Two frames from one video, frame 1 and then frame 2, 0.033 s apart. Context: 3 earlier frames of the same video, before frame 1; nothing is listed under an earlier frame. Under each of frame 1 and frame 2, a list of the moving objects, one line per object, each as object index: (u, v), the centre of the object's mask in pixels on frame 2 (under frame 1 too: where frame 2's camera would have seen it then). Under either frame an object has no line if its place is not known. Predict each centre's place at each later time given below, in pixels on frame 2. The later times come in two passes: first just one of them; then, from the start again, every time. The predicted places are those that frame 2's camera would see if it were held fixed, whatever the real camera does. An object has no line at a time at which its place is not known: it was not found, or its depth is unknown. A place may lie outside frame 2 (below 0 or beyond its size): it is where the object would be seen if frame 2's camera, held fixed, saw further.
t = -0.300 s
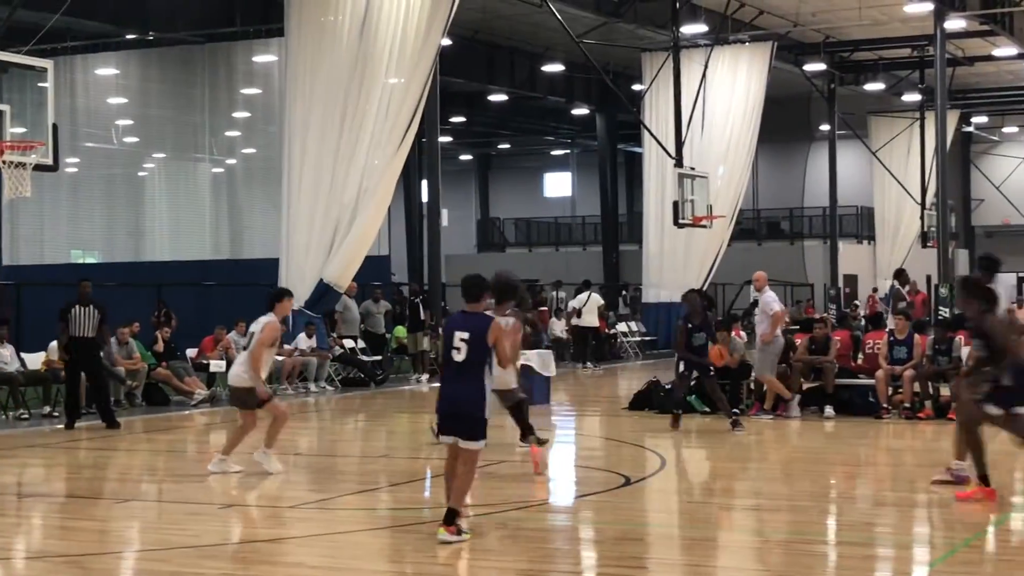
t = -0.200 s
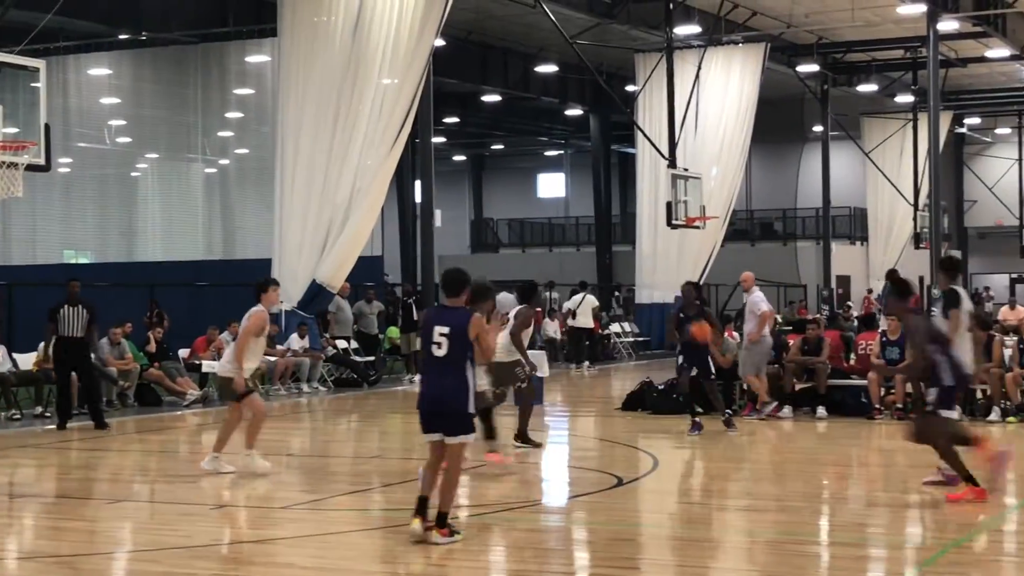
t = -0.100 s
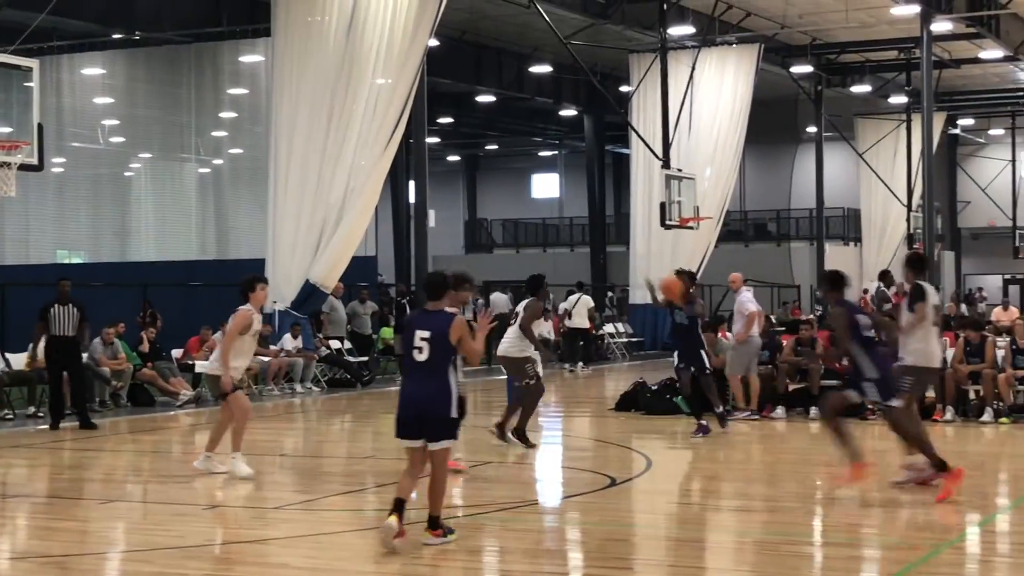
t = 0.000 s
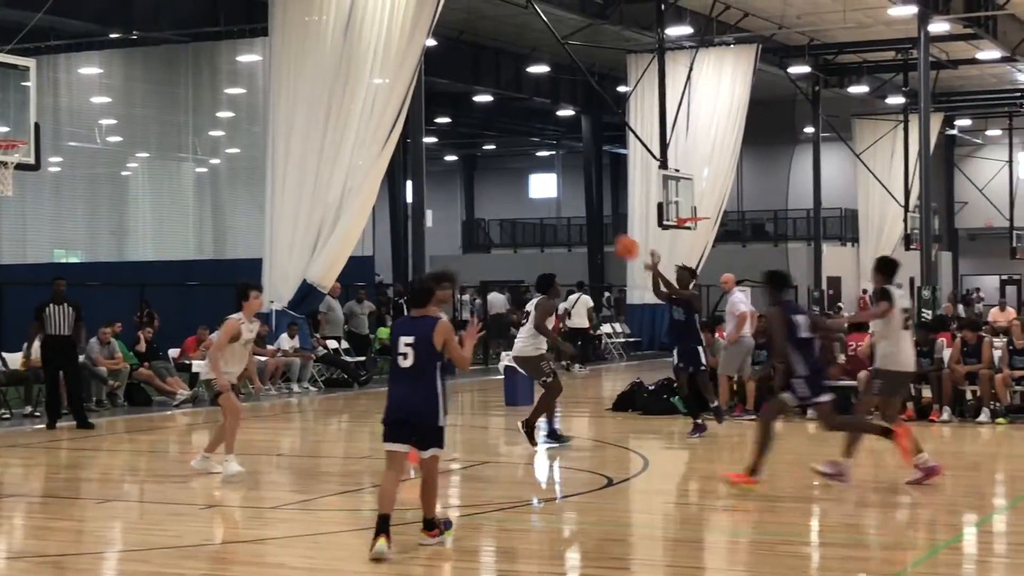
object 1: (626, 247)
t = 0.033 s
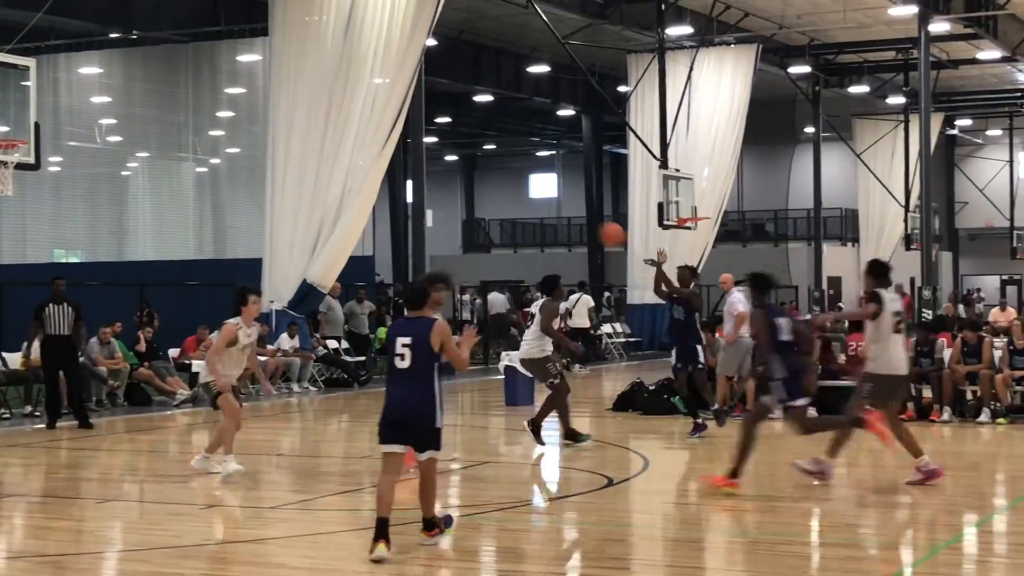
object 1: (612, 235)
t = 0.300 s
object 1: (475, 157)
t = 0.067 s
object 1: (597, 223)
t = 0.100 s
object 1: (583, 212)
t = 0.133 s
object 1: (566, 200)
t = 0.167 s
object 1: (551, 192)
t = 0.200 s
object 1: (529, 180)
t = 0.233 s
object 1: (513, 172)
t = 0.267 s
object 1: (495, 164)
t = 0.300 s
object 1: (475, 157)
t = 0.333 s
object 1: (455, 150)
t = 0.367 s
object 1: (433, 144)
